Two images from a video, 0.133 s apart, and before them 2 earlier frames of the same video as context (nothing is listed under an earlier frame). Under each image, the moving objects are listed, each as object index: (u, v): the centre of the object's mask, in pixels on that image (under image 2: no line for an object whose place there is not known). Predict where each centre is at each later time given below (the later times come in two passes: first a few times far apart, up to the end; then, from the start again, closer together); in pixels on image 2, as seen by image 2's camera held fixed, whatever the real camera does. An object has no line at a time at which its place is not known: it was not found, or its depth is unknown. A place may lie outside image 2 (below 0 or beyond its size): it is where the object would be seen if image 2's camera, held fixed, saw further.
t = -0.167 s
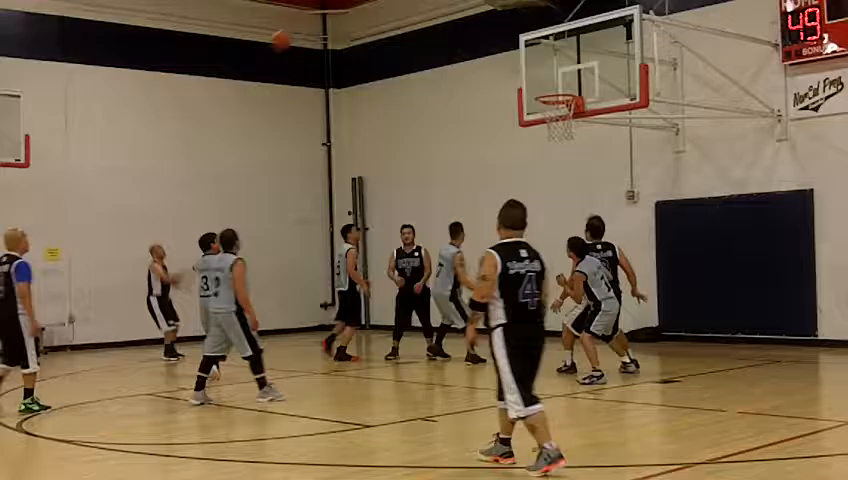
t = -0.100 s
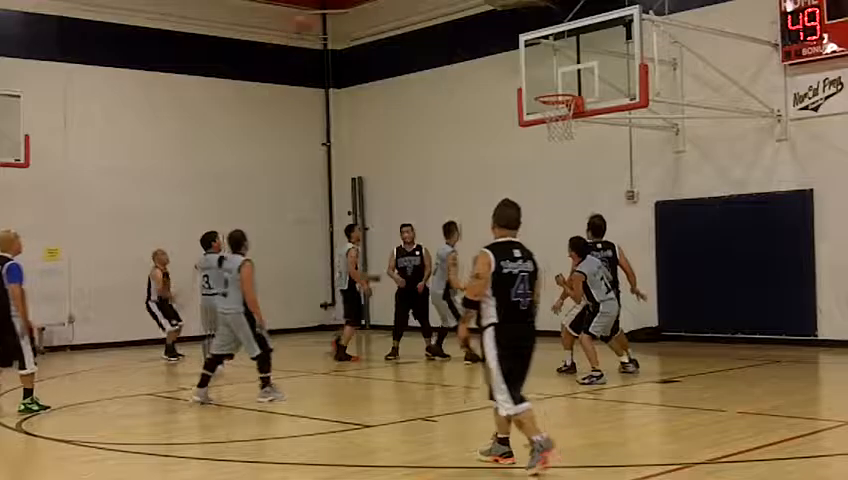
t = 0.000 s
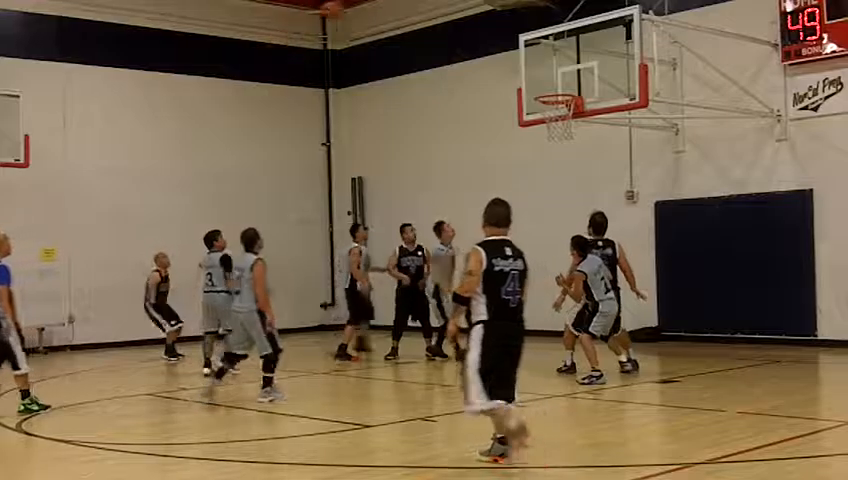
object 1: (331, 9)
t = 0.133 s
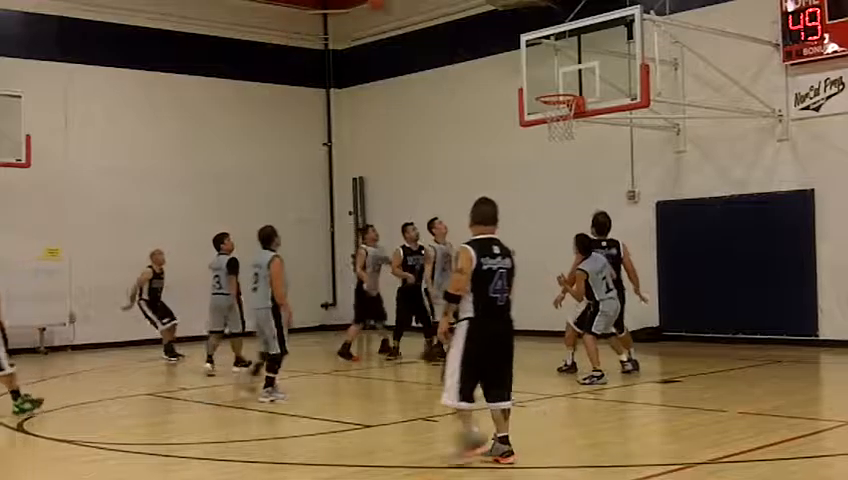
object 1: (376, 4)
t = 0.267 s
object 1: (425, 7)
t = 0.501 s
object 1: (509, 50)
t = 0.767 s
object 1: (574, 148)
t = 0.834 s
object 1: (578, 175)
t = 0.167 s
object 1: (391, 5)
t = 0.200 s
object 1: (402, 5)
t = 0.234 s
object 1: (407, 5)
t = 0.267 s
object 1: (425, 7)
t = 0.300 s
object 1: (437, 12)
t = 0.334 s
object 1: (450, 16)
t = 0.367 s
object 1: (462, 21)
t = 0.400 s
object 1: (473, 27)
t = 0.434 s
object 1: (486, 34)
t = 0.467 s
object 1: (498, 41)
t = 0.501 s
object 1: (509, 50)
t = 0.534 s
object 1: (522, 63)
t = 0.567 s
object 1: (537, 75)
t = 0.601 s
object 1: (550, 88)
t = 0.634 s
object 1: (567, 103)
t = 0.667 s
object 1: (570, 114)
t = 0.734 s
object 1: (572, 138)
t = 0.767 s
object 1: (574, 148)
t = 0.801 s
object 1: (576, 161)
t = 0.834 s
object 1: (578, 175)
